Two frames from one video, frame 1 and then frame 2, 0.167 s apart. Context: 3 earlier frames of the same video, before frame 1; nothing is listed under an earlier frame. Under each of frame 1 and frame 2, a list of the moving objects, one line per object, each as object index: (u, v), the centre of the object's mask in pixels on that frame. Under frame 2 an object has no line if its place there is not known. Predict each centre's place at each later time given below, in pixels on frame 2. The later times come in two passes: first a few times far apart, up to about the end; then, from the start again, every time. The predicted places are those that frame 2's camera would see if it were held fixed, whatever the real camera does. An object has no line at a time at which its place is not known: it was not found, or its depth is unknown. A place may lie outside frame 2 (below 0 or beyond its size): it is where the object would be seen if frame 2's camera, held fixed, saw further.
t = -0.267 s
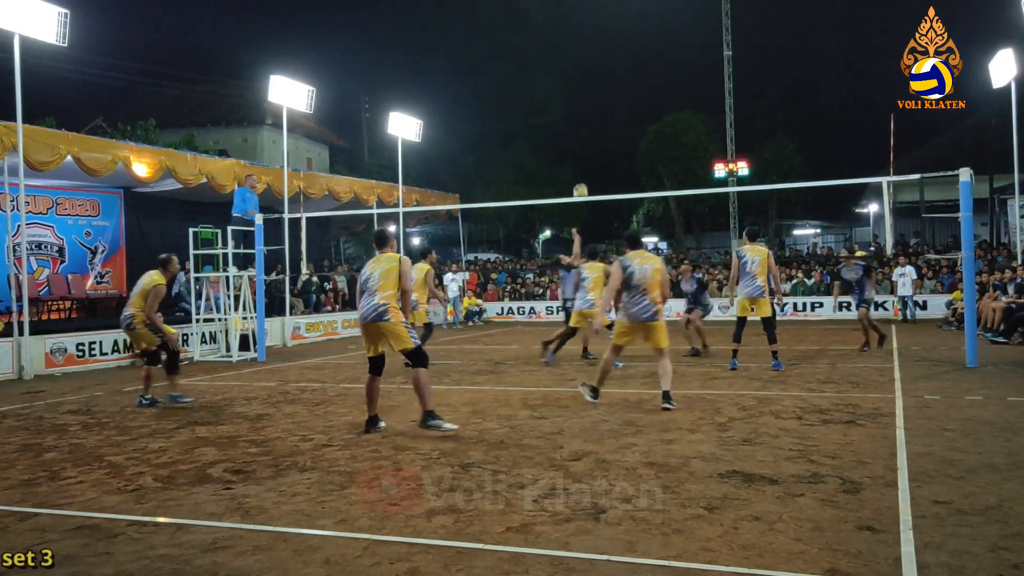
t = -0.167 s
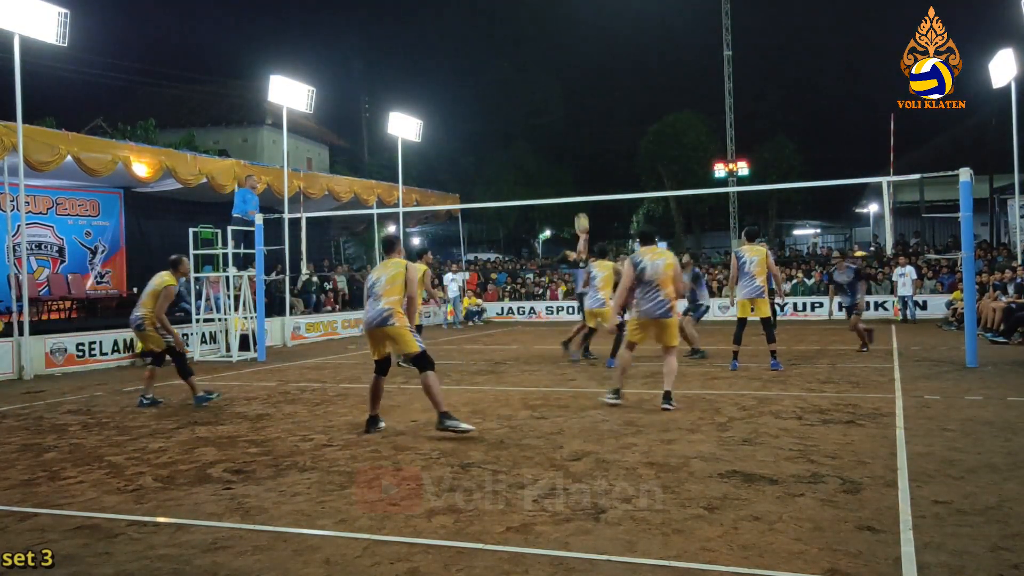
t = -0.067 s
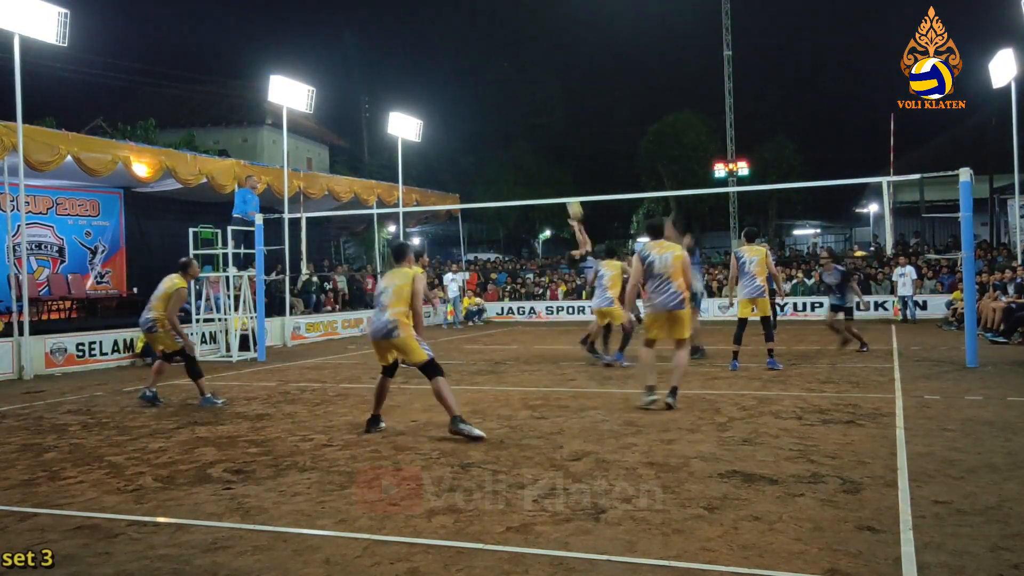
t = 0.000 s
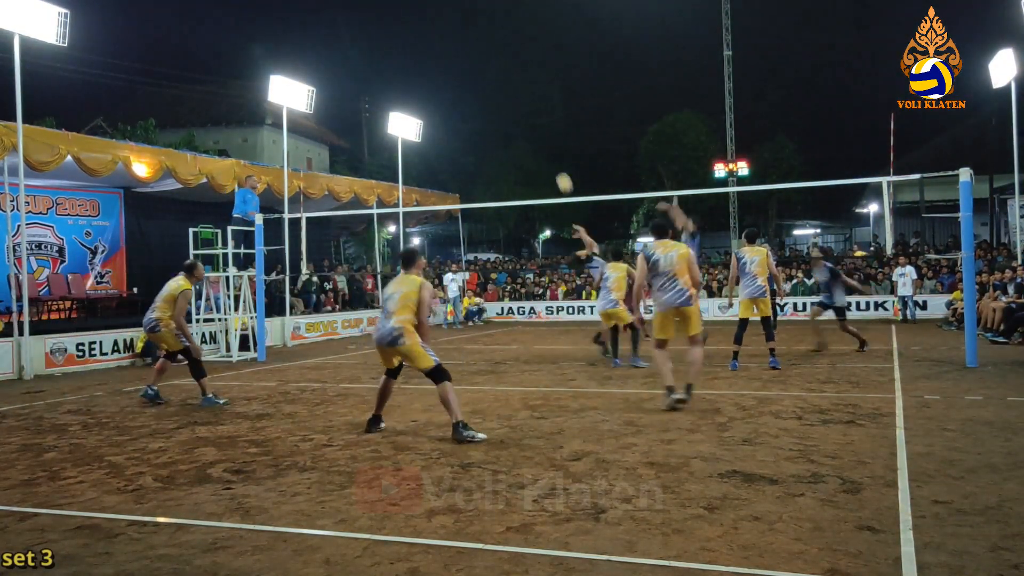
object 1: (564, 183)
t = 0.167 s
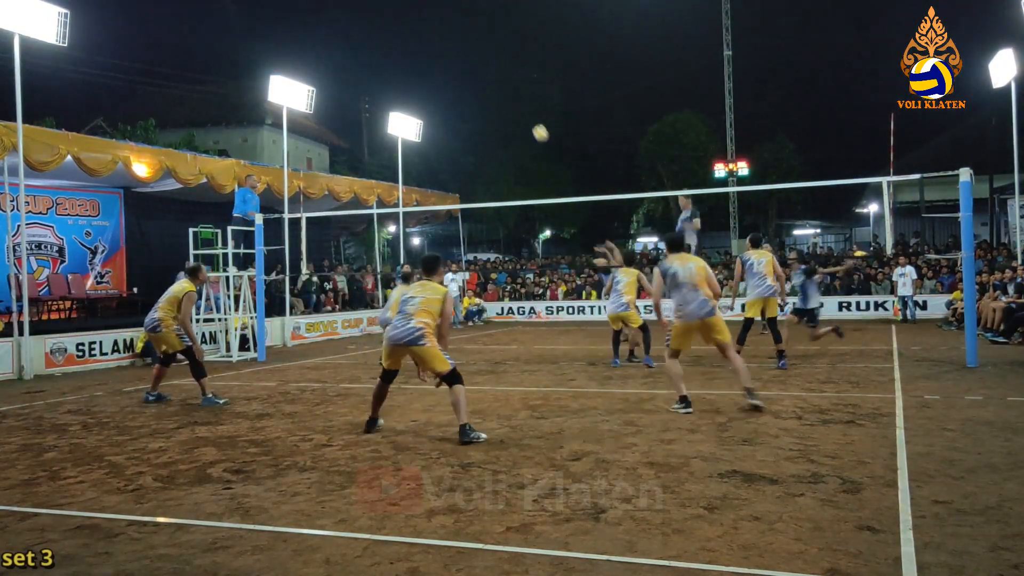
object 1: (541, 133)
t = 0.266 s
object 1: (527, 113)
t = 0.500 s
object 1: (498, 91)
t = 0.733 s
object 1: (471, 102)
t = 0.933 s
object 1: (451, 136)
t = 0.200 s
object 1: (536, 126)
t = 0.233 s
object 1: (532, 119)
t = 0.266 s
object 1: (527, 113)
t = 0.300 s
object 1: (523, 108)
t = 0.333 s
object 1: (518, 103)
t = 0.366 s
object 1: (514, 100)
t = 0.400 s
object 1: (510, 96)
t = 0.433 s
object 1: (506, 94)
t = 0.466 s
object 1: (502, 92)
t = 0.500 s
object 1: (498, 91)
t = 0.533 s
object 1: (494, 91)
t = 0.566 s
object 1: (490, 91)
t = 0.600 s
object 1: (486, 92)
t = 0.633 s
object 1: (482, 94)
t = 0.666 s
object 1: (478, 96)
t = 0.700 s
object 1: (475, 99)
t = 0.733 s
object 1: (471, 102)
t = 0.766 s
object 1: (468, 106)
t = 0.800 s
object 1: (464, 111)
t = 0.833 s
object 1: (461, 116)
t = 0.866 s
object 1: (457, 122)
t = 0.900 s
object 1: (454, 128)
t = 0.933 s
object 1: (451, 136)
